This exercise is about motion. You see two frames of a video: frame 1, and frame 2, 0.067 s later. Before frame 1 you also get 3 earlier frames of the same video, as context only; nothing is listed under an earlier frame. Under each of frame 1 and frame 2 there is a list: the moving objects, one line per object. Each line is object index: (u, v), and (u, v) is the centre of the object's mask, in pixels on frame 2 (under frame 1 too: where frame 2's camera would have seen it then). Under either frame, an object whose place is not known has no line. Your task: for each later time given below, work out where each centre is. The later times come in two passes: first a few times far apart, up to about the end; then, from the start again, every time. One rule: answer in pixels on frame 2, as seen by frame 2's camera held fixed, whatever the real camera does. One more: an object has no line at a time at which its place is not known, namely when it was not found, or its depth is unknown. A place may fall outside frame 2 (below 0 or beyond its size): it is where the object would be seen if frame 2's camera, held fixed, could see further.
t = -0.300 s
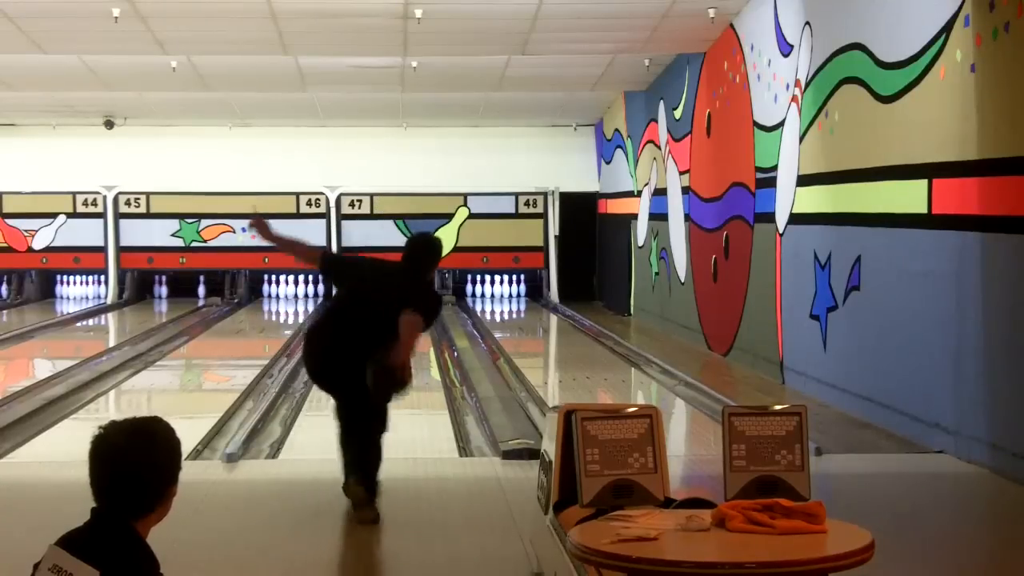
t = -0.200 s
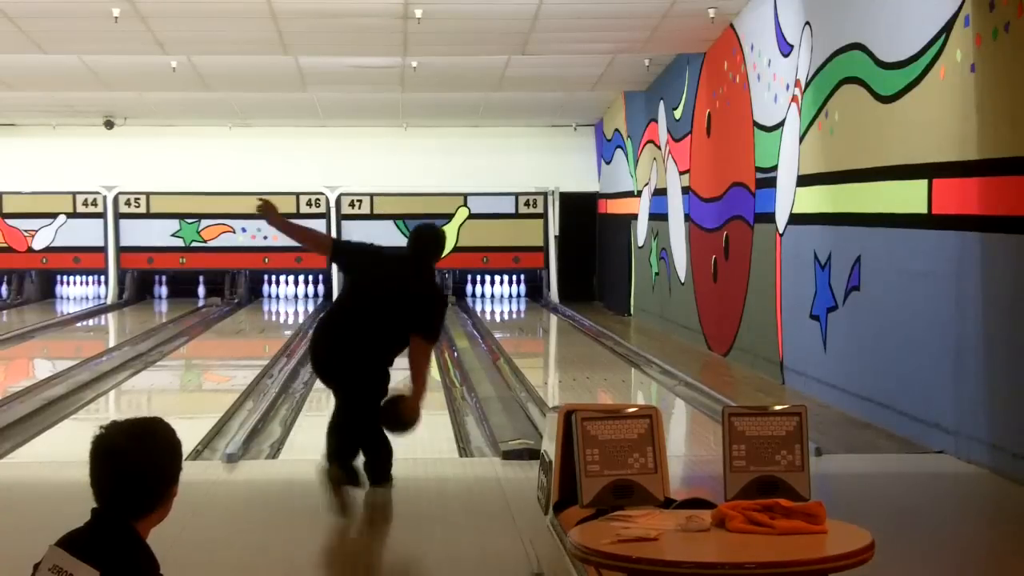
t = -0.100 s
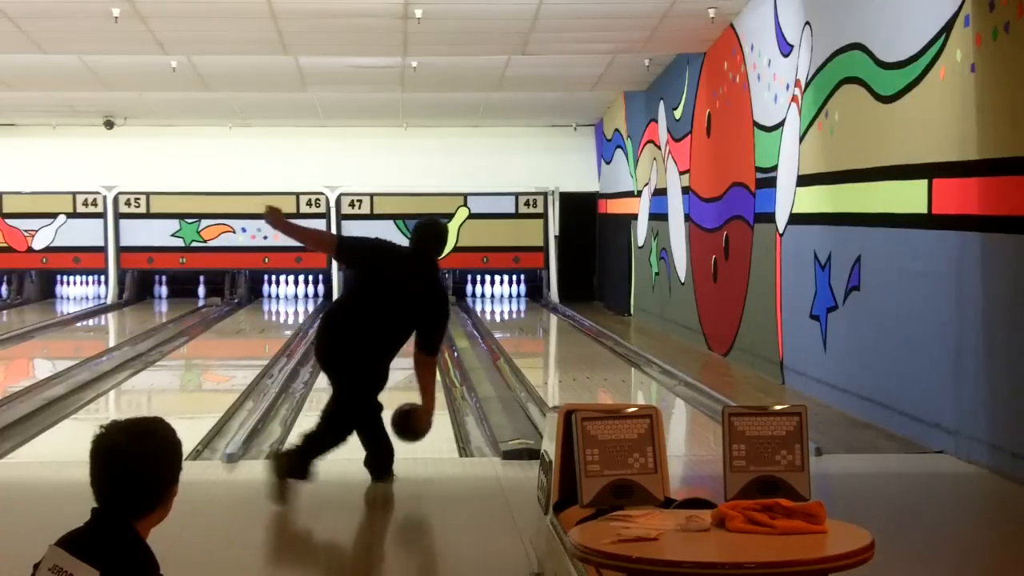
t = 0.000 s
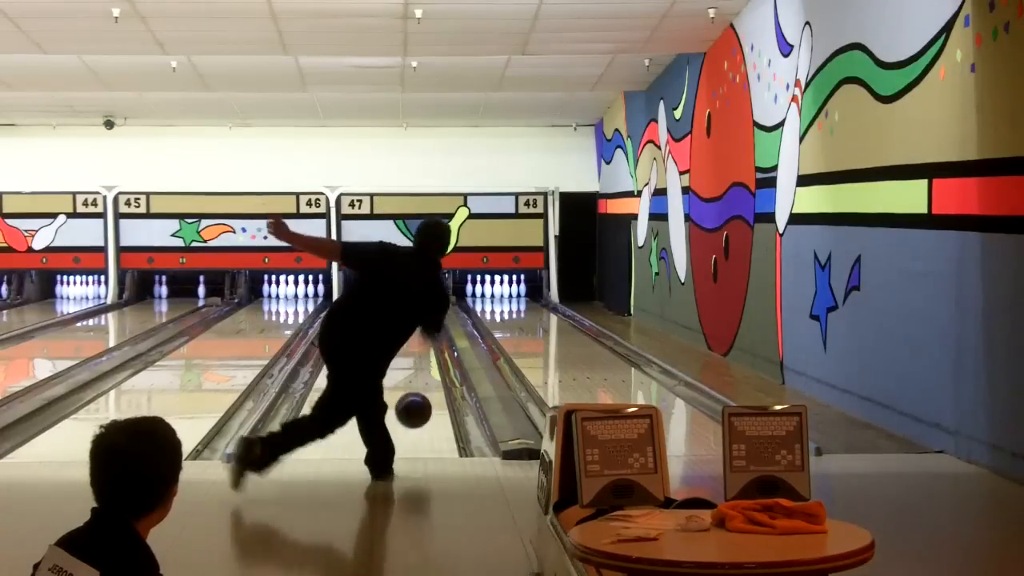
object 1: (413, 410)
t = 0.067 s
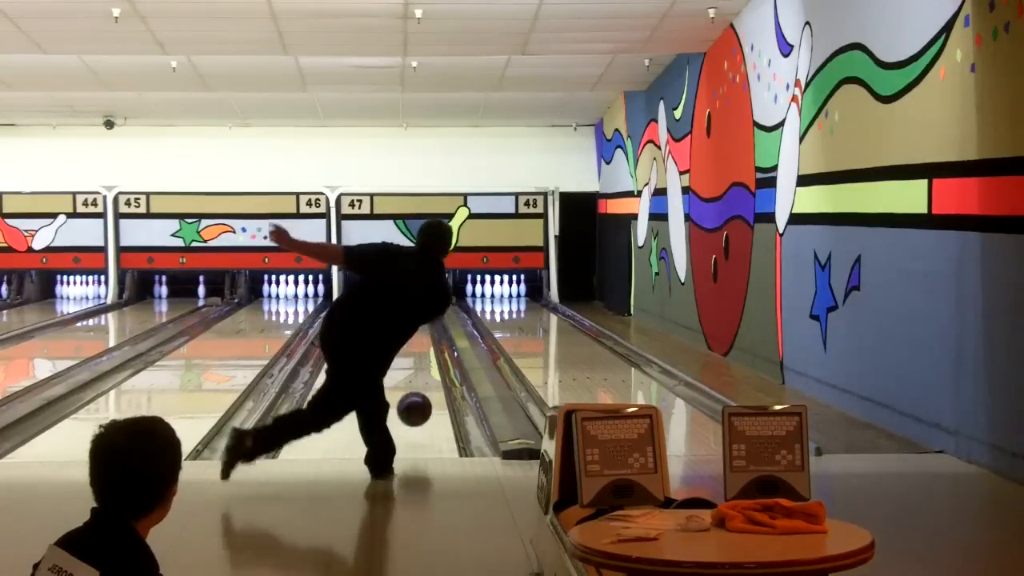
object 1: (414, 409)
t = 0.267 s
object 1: (416, 400)
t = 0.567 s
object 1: (417, 370)
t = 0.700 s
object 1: (415, 361)
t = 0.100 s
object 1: (414, 411)
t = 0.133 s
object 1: (415, 414)
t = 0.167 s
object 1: (415, 412)
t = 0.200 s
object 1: (415, 407)
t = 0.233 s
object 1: (416, 404)
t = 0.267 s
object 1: (416, 400)
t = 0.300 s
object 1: (416, 396)
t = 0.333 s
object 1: (417, 393)
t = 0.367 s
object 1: (417, 389)
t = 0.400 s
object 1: (417, 385)
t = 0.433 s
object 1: (417, 382)
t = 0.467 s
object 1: (417, 379)
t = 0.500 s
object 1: (417, 376)
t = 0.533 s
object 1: (417, 373)
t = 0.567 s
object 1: (417, 370)
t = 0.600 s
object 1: (417, 367)
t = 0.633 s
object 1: (417, 365)
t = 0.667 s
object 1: (417, 362)
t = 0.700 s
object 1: (415, 361)
